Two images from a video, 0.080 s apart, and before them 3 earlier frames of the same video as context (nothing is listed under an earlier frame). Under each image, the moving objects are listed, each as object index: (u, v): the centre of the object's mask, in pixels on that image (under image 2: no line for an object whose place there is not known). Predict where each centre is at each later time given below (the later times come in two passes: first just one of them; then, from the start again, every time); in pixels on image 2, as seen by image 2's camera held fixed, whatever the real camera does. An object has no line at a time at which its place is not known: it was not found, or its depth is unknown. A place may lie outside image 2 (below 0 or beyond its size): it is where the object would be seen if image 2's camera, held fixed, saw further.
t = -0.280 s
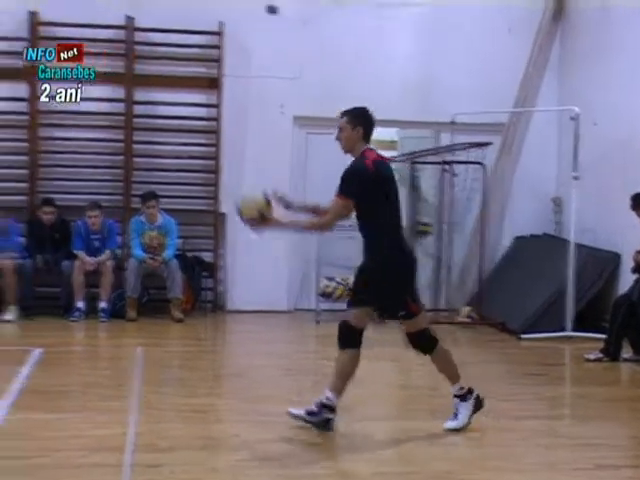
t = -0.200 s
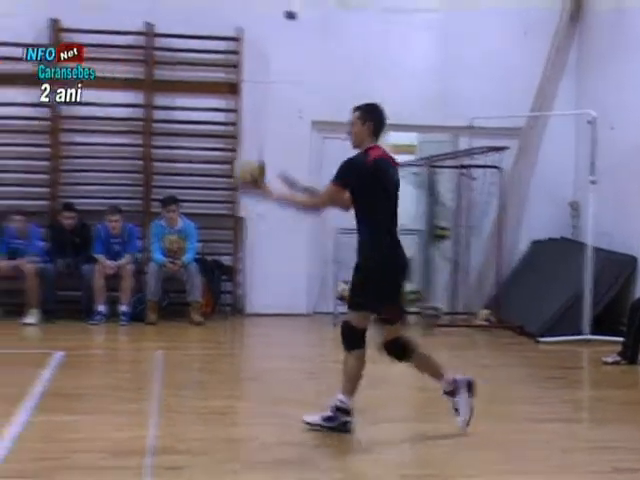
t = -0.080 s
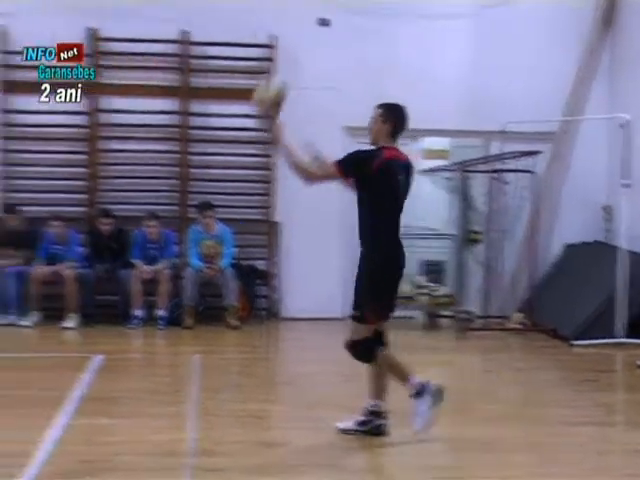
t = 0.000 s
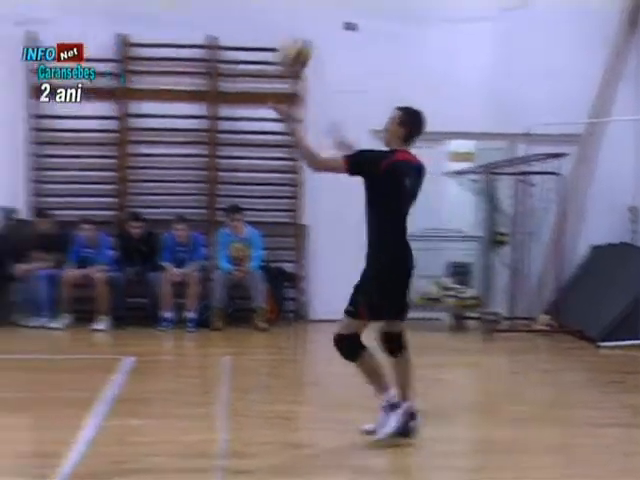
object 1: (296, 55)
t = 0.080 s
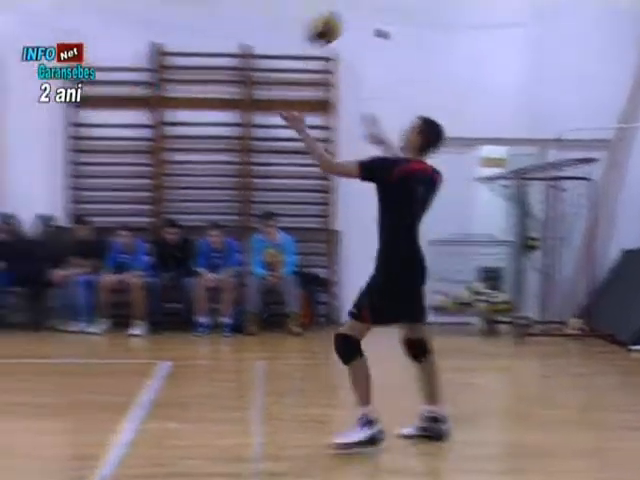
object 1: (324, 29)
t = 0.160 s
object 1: (321, 5)
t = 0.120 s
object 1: (323, 15)
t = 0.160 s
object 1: (321, 5)
